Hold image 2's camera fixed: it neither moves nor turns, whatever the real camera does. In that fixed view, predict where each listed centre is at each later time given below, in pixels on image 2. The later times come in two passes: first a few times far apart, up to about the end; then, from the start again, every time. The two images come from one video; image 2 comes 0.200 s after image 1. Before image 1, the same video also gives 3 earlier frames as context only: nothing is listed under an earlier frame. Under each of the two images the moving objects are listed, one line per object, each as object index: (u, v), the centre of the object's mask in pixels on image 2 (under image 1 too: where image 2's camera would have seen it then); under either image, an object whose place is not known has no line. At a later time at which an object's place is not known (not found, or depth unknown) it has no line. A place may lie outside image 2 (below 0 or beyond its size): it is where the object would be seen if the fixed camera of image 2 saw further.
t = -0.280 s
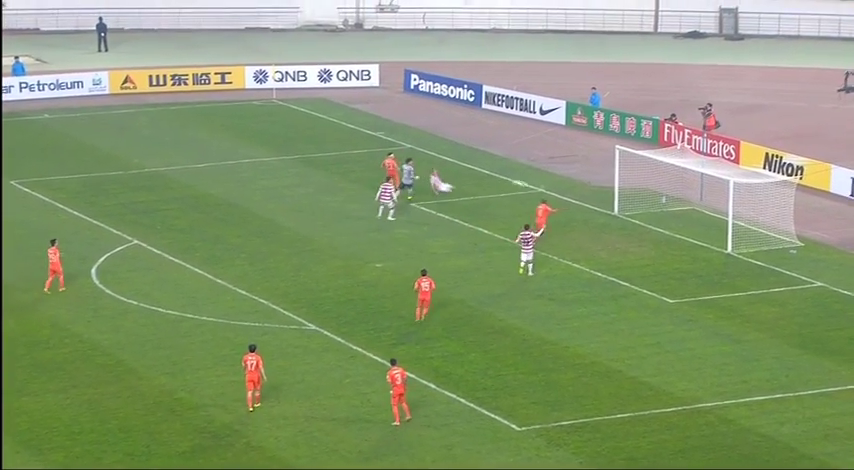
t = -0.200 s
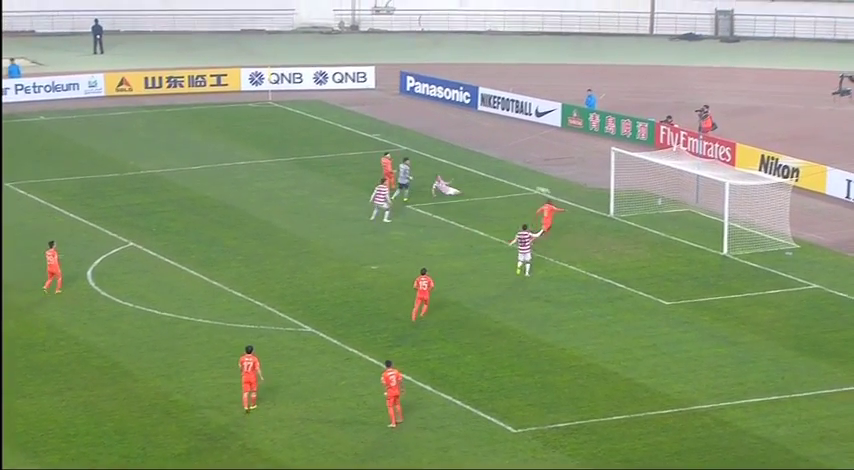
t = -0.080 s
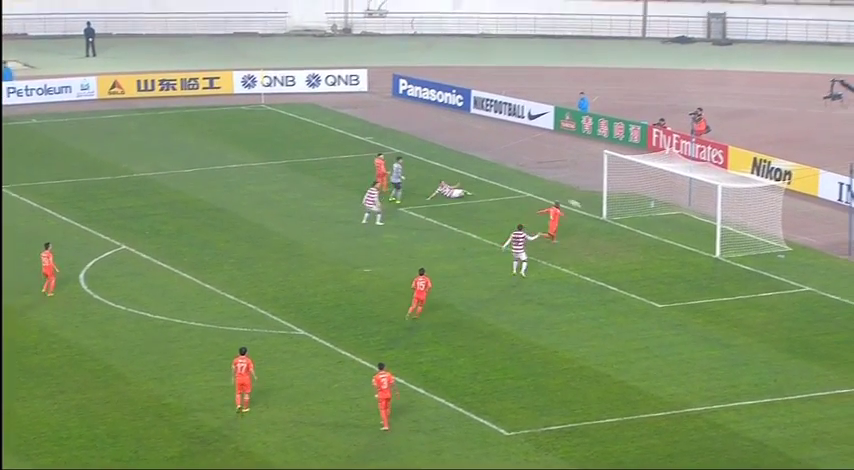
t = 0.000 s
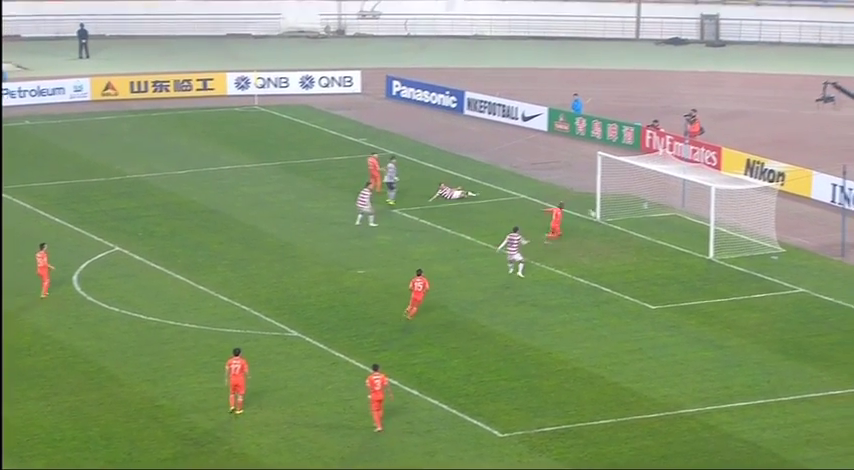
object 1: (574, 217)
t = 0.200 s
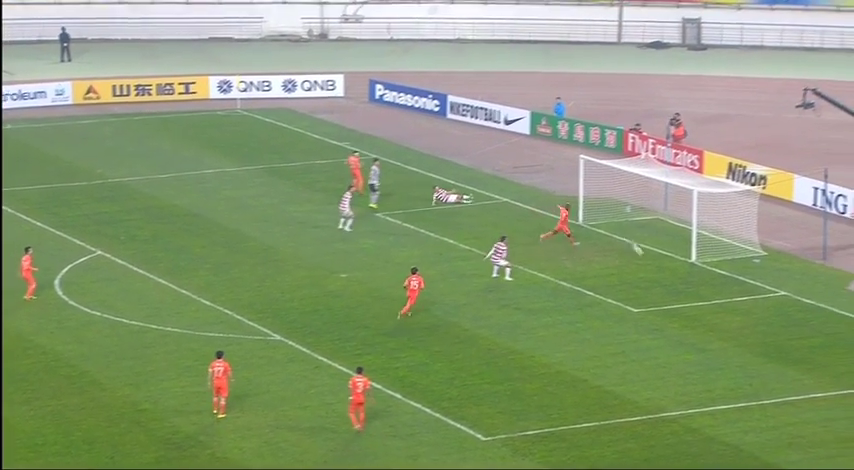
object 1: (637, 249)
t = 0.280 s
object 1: (661, 265)
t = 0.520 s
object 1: (719, 272)
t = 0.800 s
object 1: (784, 301)
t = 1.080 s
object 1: (839, 321)
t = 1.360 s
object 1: (888, 350)
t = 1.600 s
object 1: (923, 363)
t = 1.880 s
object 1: (962, 383)
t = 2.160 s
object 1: (1001, 400)
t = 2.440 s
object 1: (1040, 417)
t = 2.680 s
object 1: (1071, 433)
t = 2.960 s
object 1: (1108, 450)
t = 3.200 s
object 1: (1139, 465)
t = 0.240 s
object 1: (649, 257)
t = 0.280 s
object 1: (661, 265)
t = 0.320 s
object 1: (671, 269)
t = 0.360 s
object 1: (681, 268)
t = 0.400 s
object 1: (691, 268)
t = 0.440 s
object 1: (700, 269)
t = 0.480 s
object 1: (710, 270)
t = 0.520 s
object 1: (719, 272)
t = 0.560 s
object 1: (729, 275)
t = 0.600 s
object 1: (738, 278)
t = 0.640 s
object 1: (747, 281)
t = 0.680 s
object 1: (757, 285)
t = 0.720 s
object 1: (766, 290)
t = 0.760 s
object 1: (776, 295)
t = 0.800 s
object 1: (784, 301)
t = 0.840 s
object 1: (794, 307)
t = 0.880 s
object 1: (802, 314)
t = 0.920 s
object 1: (811, 317)
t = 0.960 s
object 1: (817, 317)
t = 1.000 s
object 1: (825, 318)
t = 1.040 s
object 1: (832, 319)
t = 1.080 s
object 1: (839, 321)
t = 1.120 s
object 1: (846, 324)
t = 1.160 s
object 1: (854, 327)
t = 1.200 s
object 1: (860, 330)
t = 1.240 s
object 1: (867, 334)
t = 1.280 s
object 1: (874, 339)
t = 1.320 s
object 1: (881, 344)
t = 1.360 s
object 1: (888, 350)
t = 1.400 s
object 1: (894, 353)
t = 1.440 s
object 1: (900, 354)
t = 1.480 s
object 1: (906, 356)
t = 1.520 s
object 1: (911, 358)
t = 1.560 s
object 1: (917, 360)
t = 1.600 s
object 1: (923, 363)
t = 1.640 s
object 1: (929, 367)
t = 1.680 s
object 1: (934, 371)
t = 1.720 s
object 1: (939, 372)
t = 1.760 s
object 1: (945, 374)
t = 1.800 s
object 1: (951, 376)
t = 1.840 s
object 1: (956, 379)
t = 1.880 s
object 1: (962, 383)
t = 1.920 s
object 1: (967, 385)
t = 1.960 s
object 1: (973, 387)
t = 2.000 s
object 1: (979, 389)
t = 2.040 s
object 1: (984, 392)
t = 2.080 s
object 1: (990, 395)
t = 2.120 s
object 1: (995, 398)
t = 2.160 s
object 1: (1001, 400)
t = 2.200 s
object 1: (1007, 403)
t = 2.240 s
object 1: (1012, 405)
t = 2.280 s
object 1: (1018, 408)
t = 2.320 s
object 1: (1023, 411)
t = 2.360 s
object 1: (1029, 413)
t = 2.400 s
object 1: (1034, 415)
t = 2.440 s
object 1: (1040, 417)
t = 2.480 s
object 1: (1045, 421)
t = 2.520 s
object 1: (1051, 424)
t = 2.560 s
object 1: (1056, 425)
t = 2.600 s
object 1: (1061, 428)
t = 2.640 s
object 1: (1066, 430)
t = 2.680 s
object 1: (1071, 433)
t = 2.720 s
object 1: (1076, 436)
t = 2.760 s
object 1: (1082, 438)
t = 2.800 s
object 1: (1087, 440)
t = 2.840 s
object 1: (1092, 444)
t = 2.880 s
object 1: (1098, 446)
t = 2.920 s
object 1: (1103, 448)
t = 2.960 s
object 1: (1108, 450)
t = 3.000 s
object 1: (1113, 453)
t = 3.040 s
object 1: (1119, 456)
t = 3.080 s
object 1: (1124, 458)
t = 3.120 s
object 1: (1129, 460)
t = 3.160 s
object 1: (1134, 463)
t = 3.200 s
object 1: (1139, 465)
